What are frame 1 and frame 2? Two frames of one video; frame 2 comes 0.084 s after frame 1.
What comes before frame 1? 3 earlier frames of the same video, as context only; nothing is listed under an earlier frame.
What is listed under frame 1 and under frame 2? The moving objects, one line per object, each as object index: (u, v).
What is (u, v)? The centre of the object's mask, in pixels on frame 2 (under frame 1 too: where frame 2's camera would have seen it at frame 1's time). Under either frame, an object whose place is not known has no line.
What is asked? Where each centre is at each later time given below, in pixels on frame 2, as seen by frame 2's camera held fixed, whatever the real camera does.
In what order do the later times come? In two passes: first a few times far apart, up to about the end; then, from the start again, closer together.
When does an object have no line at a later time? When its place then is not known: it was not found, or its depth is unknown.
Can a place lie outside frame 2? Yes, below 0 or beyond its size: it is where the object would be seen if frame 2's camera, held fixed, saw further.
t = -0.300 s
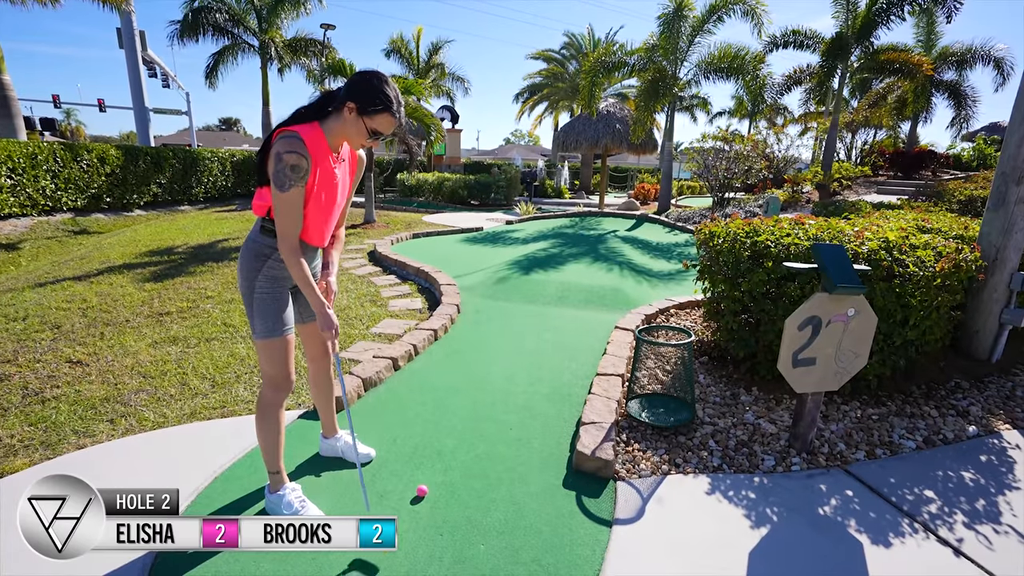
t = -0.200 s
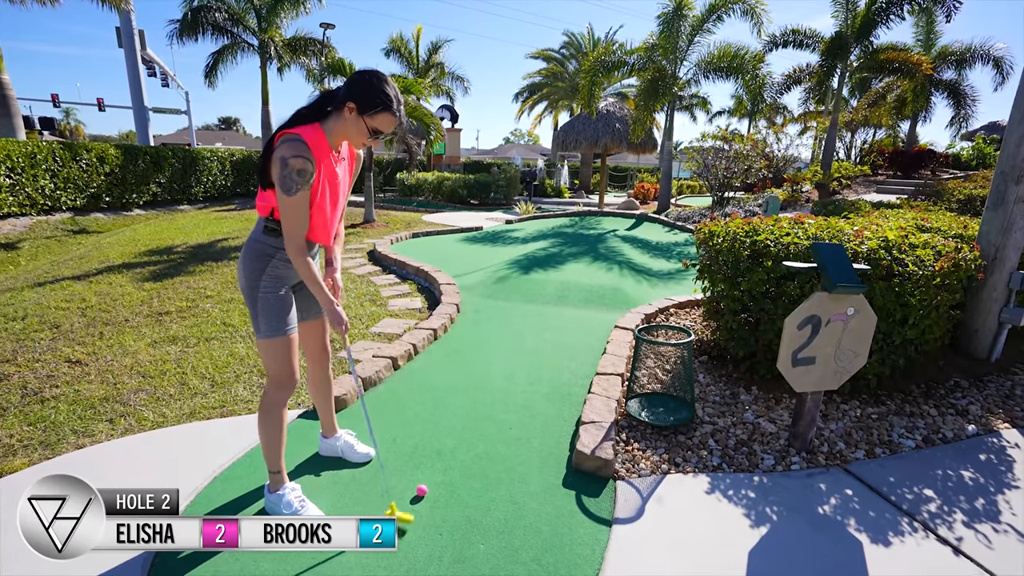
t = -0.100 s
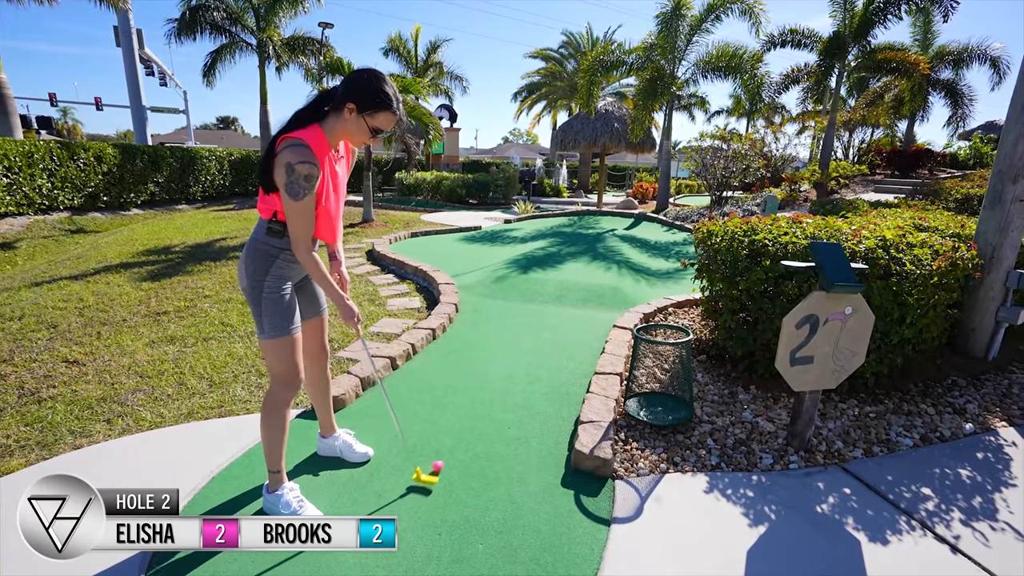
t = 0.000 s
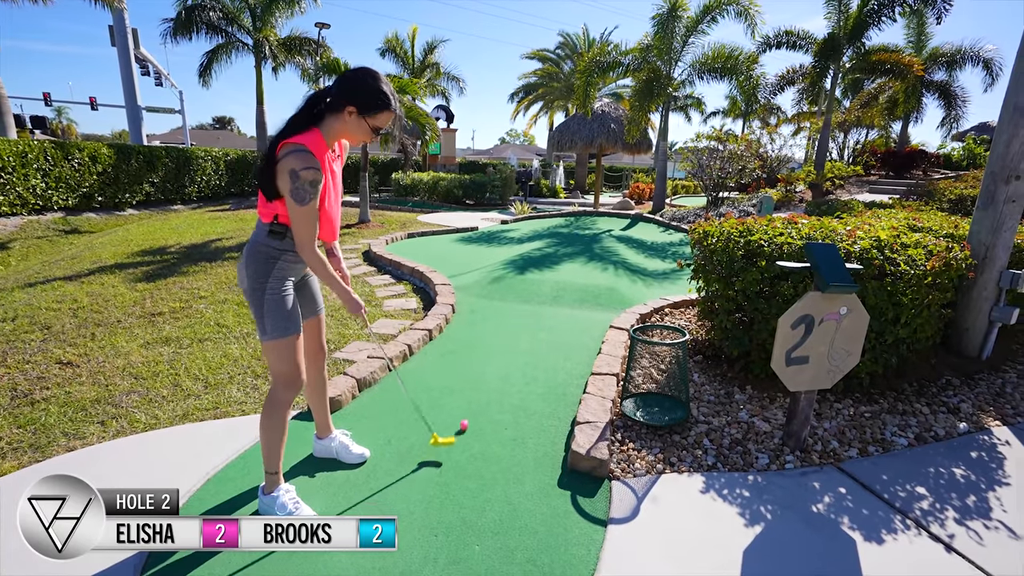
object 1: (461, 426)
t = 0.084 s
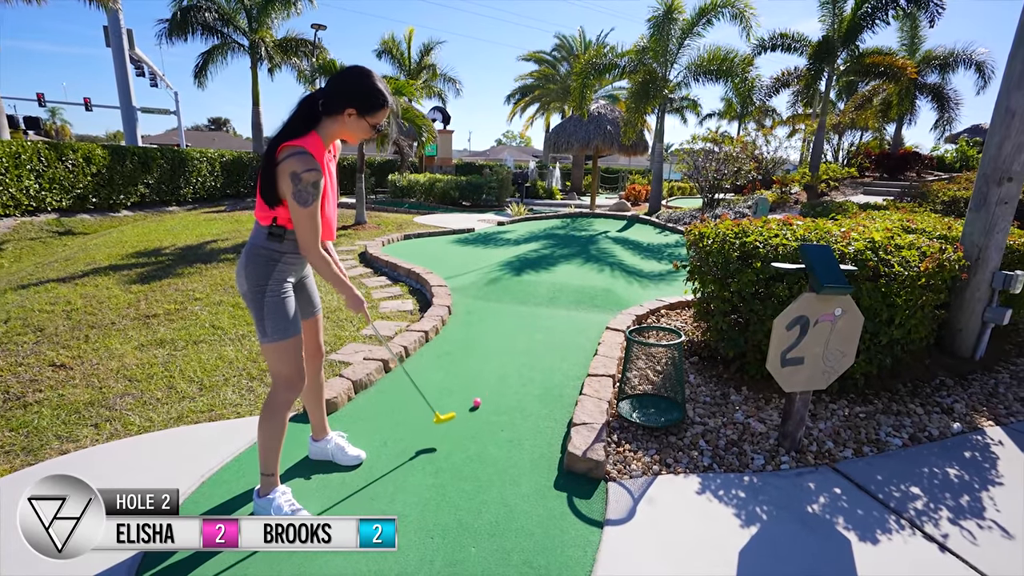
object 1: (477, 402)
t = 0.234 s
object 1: (498, 371)
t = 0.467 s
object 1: (521, 338)
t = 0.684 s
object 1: (536, 318)
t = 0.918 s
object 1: (549, 298)
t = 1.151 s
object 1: (557, 282)
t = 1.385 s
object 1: (563, 276)
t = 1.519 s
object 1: (566, 273)
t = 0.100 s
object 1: (480, 398)
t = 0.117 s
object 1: (482, 394)
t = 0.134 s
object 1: (485, 391)
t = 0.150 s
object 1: (487, 387)
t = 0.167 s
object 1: (489, 384)
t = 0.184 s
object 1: (492, 381)
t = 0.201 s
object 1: (494, 377)
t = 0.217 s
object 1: (496, 374)
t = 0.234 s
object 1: (498, 371)
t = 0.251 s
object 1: (500, 368)
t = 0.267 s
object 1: (502, 365)
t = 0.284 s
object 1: (504, 362)
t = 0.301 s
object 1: (506, 360)
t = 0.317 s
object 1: (508, 357)
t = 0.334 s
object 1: (509, 355)
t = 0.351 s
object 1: (511, 352)
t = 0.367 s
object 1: (513, 350)
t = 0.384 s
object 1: (514, 348)
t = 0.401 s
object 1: (516, 346)
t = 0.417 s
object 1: (517, 344)
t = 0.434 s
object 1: (518, 342)
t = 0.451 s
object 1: (519, 340)
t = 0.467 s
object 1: (521, 338)
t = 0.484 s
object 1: (522, 336)
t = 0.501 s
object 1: (523, 335)
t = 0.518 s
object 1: (525, 333)
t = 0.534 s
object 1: (526, 331)
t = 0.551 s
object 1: (527, 330)
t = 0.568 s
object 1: (528, 328)
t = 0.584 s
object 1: (529, 326)
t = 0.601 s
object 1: (530, 325)
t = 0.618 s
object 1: (532, 324)
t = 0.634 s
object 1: (533, 322)
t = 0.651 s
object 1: (534, 321)
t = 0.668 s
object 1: (535, 319)
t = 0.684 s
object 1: (536, 318)
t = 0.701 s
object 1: (537, 316)
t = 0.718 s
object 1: (538, 315)
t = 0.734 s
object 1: (539, 314)
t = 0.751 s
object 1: (540, 313)
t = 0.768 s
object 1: (541, 312)
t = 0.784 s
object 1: (542, 311)
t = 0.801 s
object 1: (543, 309)
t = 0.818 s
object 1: (544, 307)
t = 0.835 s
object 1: (545, 305)
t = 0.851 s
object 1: (546, 304)
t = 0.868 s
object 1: (547, 302)
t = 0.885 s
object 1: (548, 301)
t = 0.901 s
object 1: (549, 300)
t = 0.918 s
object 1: (549, 298)
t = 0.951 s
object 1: (551, 295)
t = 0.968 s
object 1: (552, 294)
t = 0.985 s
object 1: (552, 292)
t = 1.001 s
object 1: (553, 291)
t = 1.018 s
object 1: (554, 290)
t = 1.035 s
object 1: (554, 289)
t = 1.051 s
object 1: (555, 288)
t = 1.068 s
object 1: (555, 286)
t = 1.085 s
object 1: (555, 285)
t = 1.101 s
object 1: (556, 285)
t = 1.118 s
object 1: (556, 284)
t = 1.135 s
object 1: (557, 283)
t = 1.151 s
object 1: (557, 282)
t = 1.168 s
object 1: (558, 282)
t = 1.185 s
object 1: (558, 281)
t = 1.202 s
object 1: (559, 280)
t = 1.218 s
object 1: (559, 280)
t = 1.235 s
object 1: (560, 279)
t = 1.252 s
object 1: (560, 279)
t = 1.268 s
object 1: (561, 278)
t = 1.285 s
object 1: (561, 278)
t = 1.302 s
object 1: (561, 277)
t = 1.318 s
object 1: (562, 277)
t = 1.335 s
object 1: (562, 277)
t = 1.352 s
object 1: (563, 276)
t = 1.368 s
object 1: (563, 276)
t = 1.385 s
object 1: (563, 276)
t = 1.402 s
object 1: (564, 275)
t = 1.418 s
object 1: (564, 275)
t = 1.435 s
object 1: (564, 275)
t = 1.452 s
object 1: (565, 275)
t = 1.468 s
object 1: (565, 274)
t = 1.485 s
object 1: (566, 274)
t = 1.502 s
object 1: (566, 274)
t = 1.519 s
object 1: (566, 273)
